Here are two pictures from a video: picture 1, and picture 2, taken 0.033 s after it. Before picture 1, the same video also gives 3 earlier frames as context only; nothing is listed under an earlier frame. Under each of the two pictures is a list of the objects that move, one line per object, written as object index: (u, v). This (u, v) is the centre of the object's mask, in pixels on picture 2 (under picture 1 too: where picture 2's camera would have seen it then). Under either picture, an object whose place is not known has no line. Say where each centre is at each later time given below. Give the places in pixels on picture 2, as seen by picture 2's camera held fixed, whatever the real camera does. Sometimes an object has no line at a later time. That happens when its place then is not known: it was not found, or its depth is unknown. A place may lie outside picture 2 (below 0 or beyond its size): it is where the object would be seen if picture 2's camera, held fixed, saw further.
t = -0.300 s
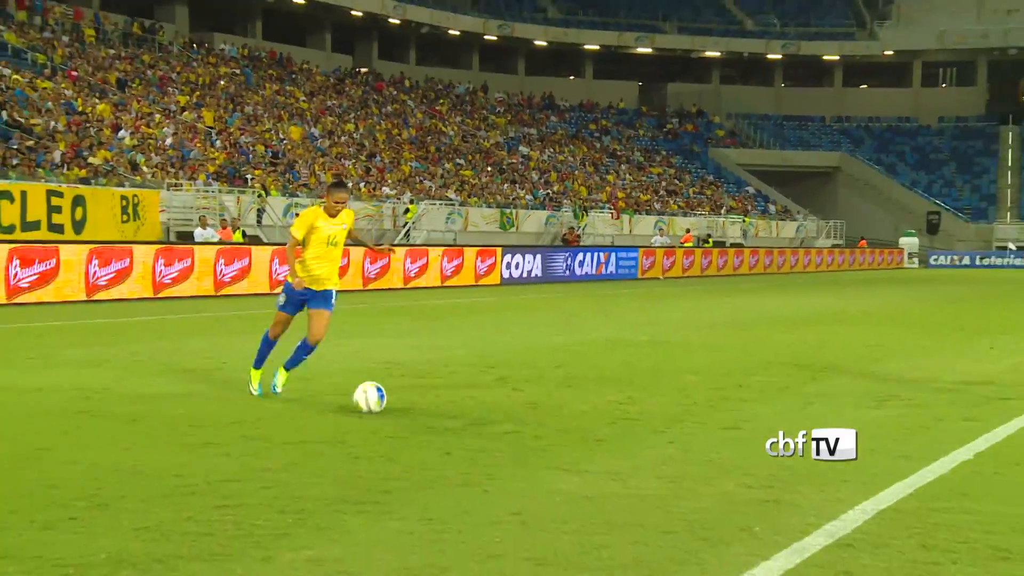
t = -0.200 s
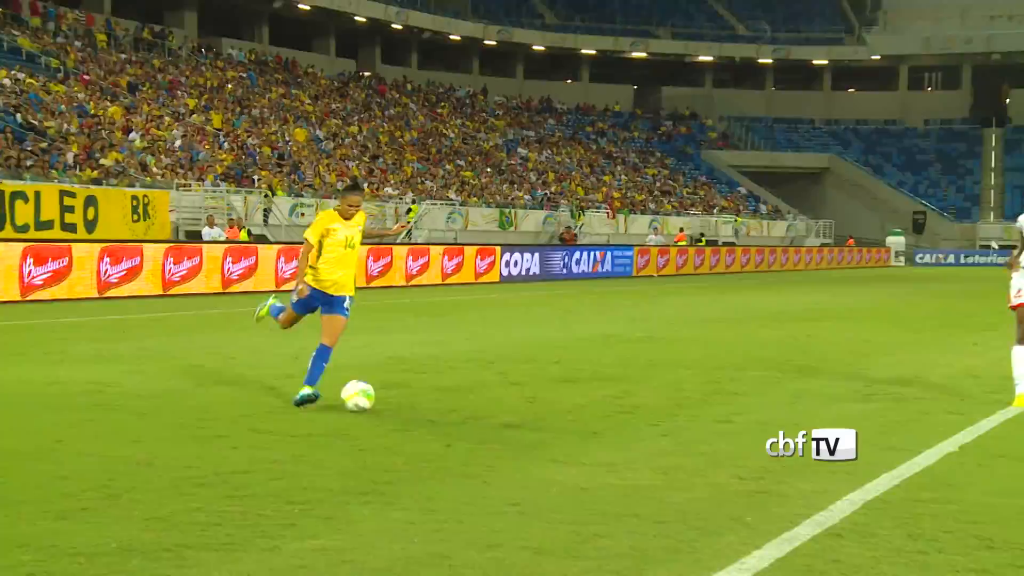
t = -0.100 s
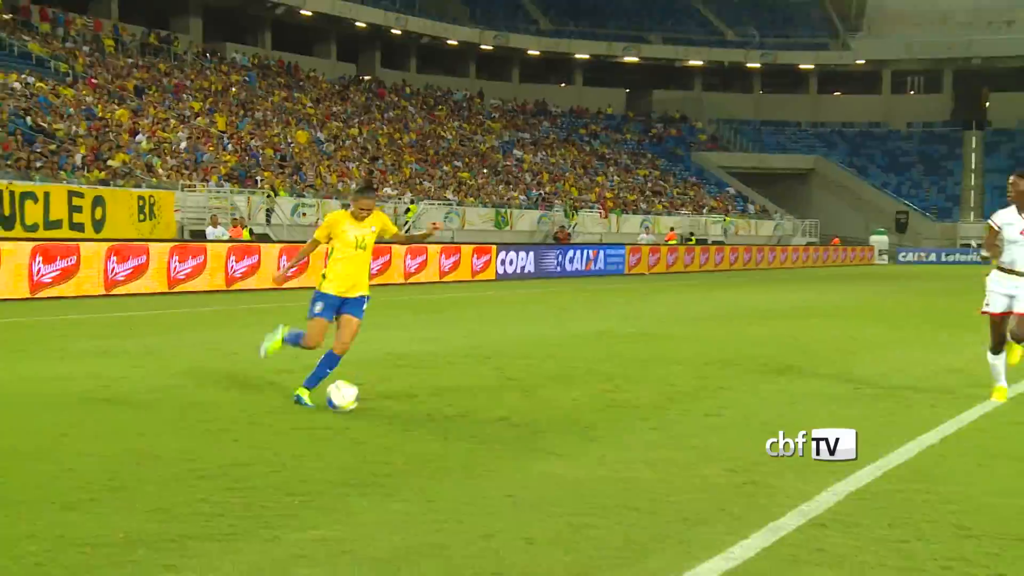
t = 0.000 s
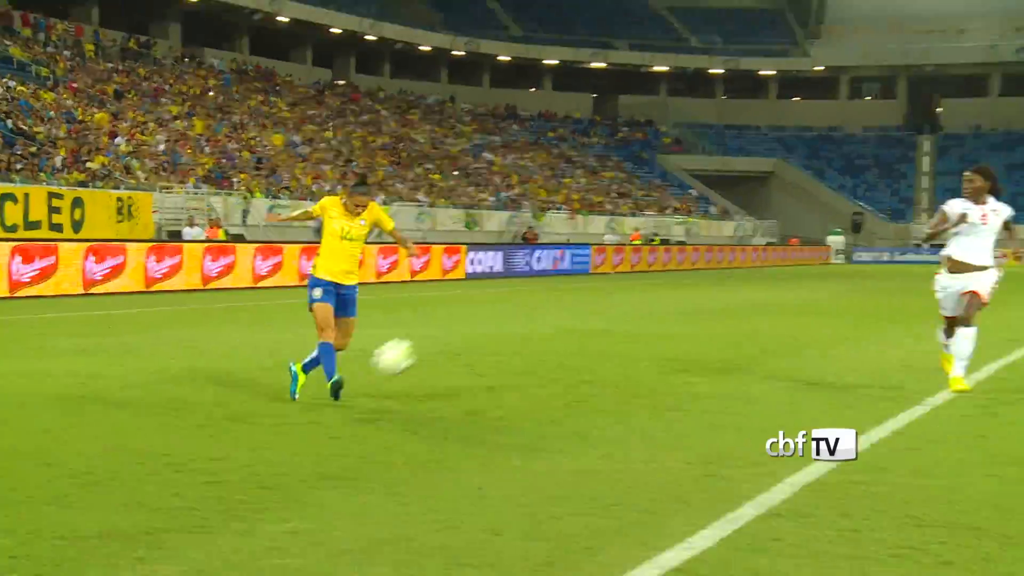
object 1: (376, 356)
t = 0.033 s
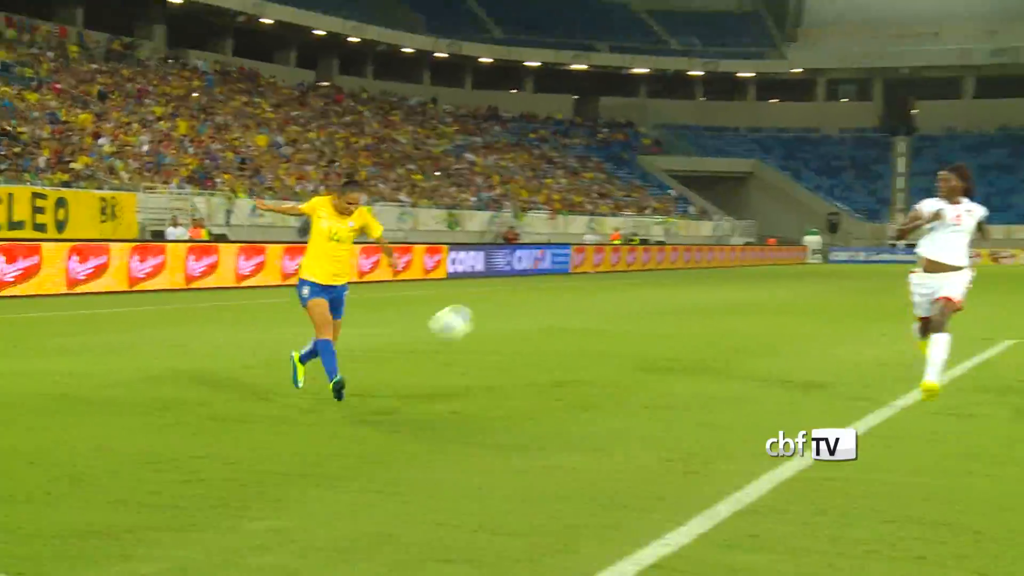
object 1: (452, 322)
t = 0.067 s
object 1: (531, 289)
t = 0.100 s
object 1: (613, 256)
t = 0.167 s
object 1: (793, 188)
